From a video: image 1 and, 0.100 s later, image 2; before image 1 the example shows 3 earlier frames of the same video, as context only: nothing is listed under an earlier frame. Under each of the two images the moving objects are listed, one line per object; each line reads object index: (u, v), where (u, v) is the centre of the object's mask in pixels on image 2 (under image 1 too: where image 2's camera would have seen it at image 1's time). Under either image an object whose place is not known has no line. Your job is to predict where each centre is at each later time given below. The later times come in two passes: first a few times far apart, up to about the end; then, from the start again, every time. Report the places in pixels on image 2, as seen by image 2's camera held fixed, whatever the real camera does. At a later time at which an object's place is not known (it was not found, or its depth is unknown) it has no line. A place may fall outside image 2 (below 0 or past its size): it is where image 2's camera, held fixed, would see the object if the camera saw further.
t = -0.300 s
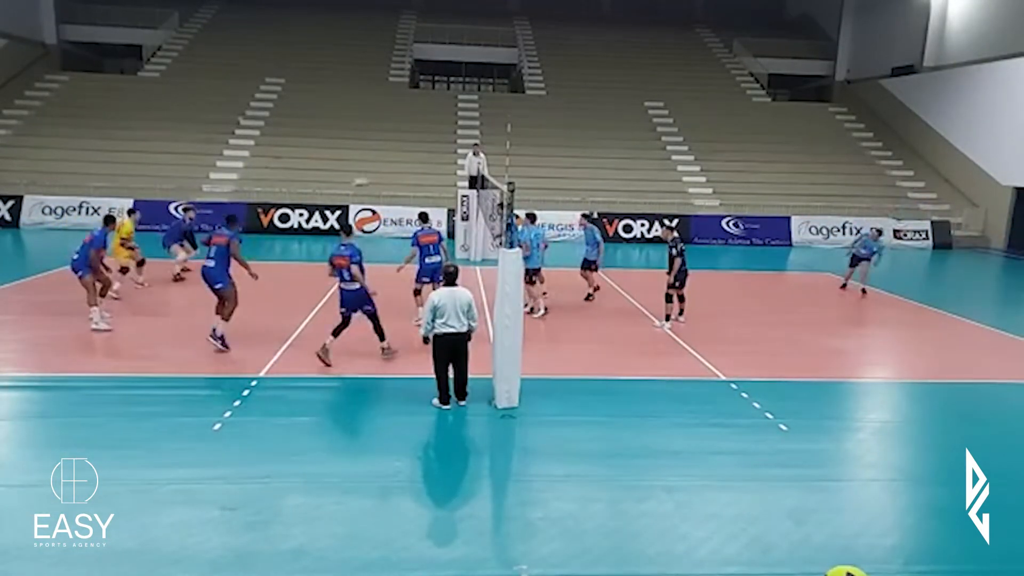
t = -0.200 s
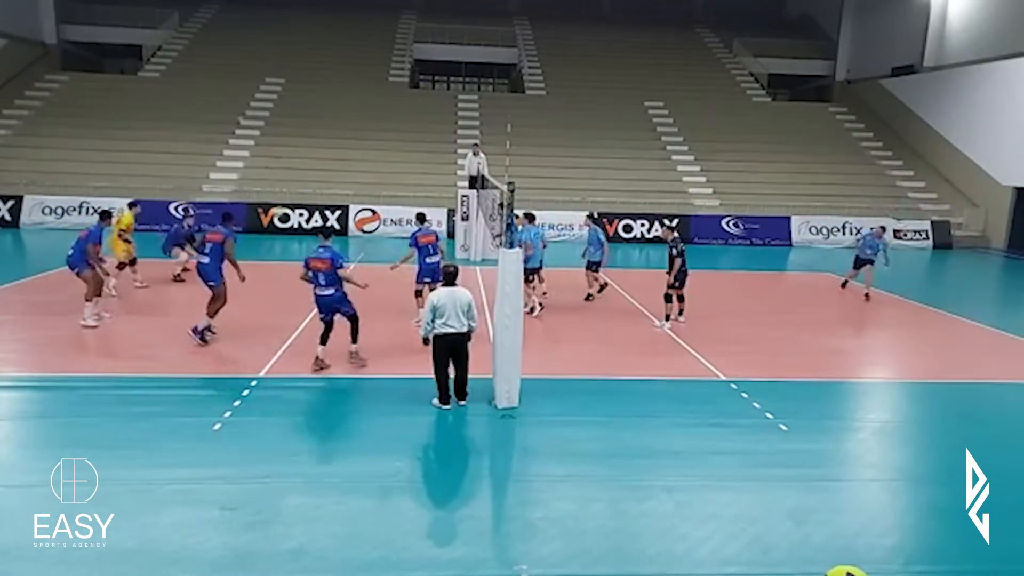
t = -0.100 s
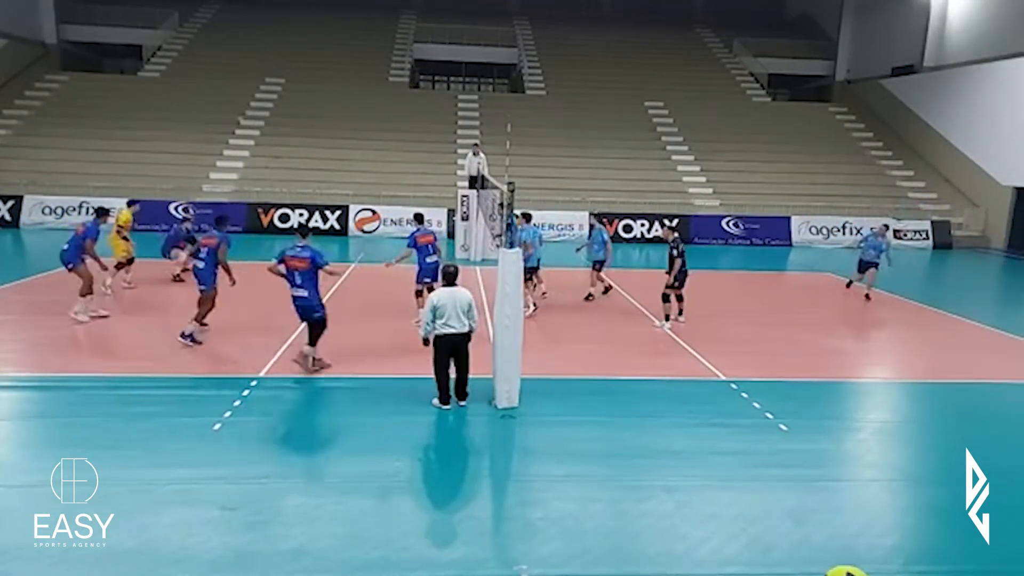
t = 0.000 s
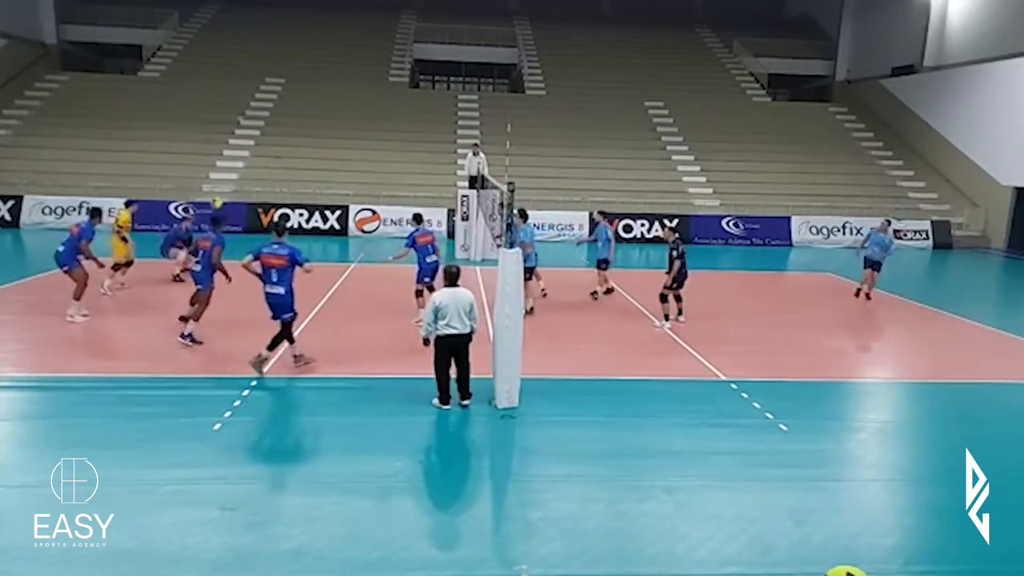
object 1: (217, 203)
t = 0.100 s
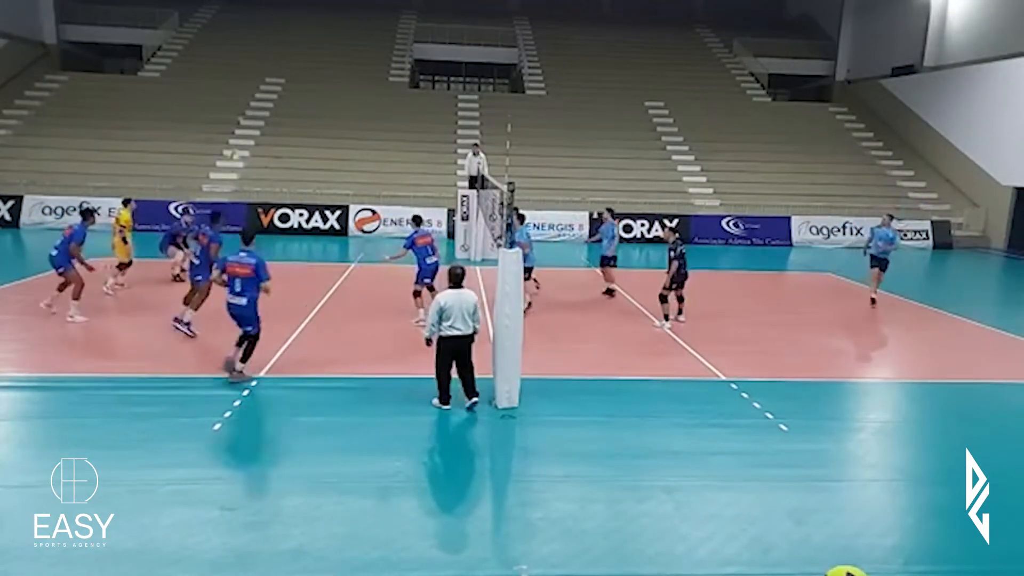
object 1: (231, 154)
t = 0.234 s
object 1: (250, 115)
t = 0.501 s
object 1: (286, 56)
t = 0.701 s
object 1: (313, 35)
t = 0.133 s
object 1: (237, 143)
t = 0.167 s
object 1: (242, 134)
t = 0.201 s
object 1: (246, 124)
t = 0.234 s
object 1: (250, 115)
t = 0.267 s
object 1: (256, 106)
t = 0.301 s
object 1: (259, 97)
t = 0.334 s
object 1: (264, 89)
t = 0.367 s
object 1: (268, 81)
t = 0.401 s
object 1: (273, 75)
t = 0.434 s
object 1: (277, 68)
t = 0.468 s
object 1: (281, 62)
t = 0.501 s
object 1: (286, 56)
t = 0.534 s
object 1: (290, 52)
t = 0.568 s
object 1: (295, 47)
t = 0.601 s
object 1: (299, 43)
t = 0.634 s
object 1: (304, 40)
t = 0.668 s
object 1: (308, 37)
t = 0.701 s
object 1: (313, 35)
